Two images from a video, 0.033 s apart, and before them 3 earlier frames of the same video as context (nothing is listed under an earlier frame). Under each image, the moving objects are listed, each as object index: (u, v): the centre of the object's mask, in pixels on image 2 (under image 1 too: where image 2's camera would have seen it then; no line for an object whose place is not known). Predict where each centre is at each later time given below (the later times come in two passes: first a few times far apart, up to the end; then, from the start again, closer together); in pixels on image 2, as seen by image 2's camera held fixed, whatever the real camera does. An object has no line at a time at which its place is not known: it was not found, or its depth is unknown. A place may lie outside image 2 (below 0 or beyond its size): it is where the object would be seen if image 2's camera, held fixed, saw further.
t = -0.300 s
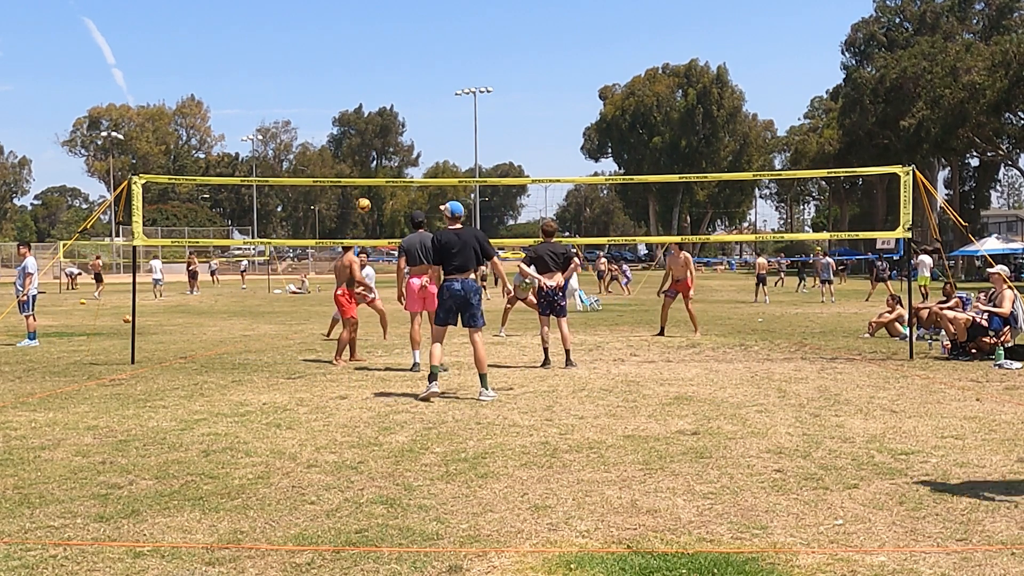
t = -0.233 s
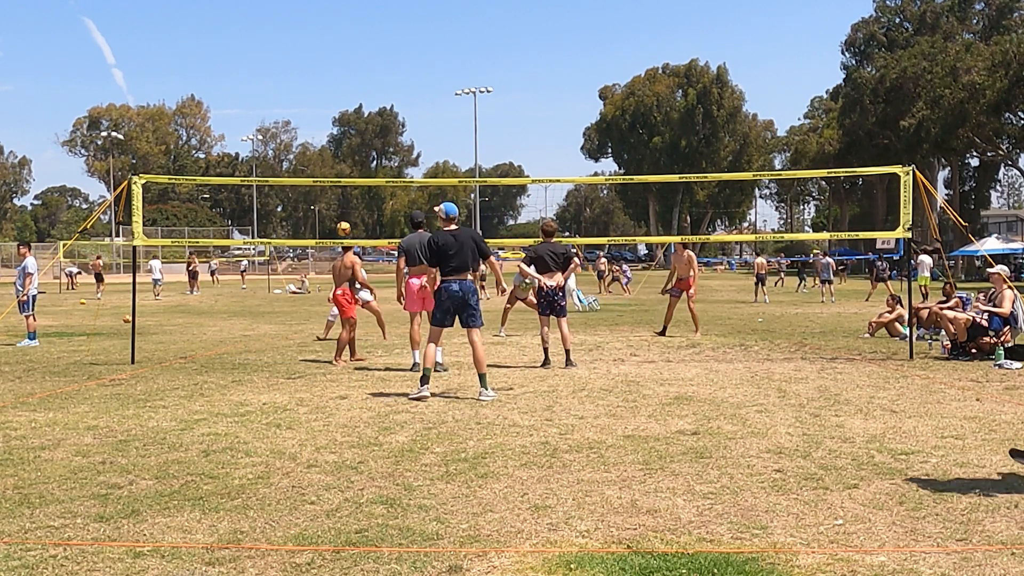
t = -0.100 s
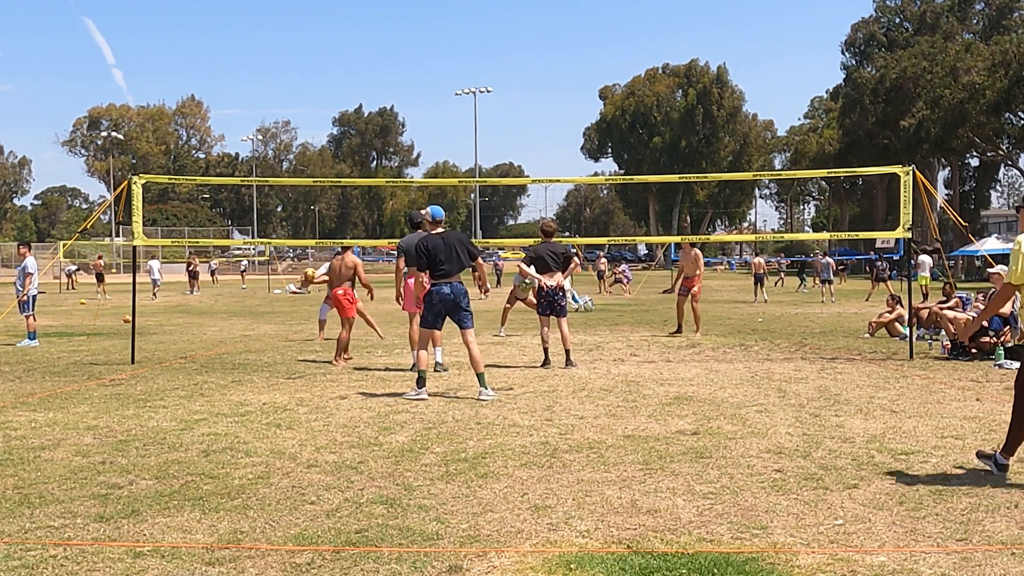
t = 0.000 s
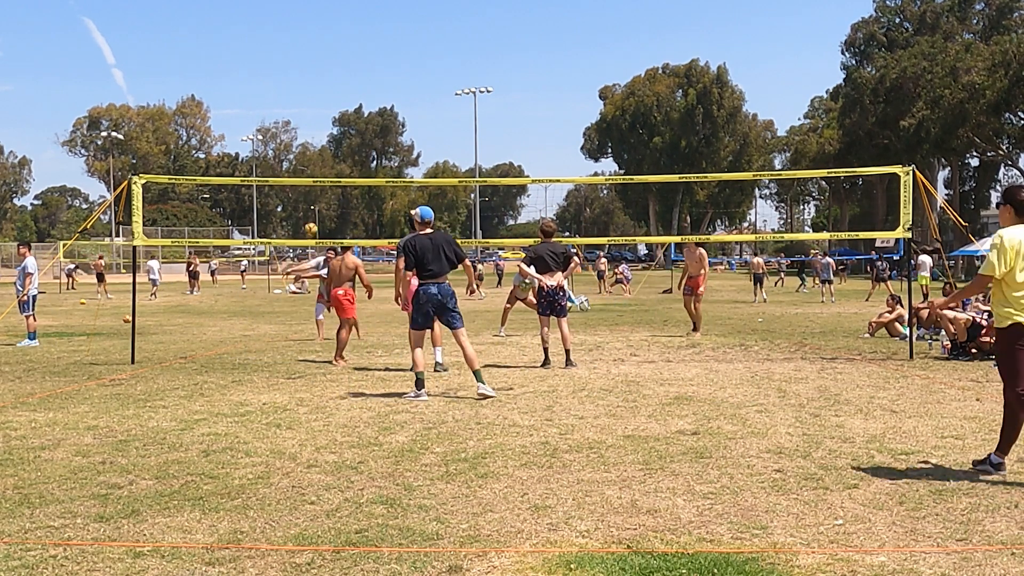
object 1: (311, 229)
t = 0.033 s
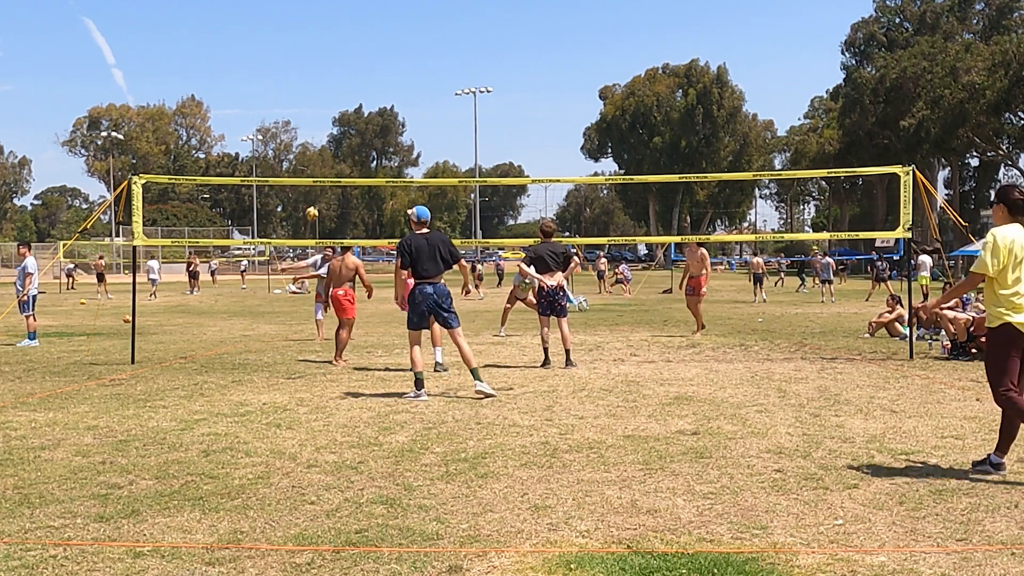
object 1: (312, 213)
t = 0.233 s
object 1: (318, 135)
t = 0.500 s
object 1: (330, 63)
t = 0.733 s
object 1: (343, 34)
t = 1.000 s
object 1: (361, 39)
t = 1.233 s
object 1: (377, 78)
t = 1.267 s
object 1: (379, 86)
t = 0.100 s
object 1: (314, 187)
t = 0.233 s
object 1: (318, 135)
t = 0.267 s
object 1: (319, 124)
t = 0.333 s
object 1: (322, 103)
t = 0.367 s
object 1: (324, 94)
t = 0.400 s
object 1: (325, 86)
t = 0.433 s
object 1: (327, 77)
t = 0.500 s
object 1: (330, 63)
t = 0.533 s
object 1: (332, 57)
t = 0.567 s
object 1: (334, 52)
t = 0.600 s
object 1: (336, 47)
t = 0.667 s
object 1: (339, 39)
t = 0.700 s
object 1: (341, 36)
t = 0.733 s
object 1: (343, 34)
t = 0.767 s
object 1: (345, 32)
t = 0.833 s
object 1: (349, 31)
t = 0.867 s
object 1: (352, 31)
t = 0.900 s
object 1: (354, 32)
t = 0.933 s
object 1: (356, 33)
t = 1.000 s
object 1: (361, 39)
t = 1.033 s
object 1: (363, 42)
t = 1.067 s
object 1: (365, 46)
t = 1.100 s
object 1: (367, 51)
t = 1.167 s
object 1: (372, 63)
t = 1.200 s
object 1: (375, 70)
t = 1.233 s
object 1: (377, 78)
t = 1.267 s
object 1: (379, 86)
